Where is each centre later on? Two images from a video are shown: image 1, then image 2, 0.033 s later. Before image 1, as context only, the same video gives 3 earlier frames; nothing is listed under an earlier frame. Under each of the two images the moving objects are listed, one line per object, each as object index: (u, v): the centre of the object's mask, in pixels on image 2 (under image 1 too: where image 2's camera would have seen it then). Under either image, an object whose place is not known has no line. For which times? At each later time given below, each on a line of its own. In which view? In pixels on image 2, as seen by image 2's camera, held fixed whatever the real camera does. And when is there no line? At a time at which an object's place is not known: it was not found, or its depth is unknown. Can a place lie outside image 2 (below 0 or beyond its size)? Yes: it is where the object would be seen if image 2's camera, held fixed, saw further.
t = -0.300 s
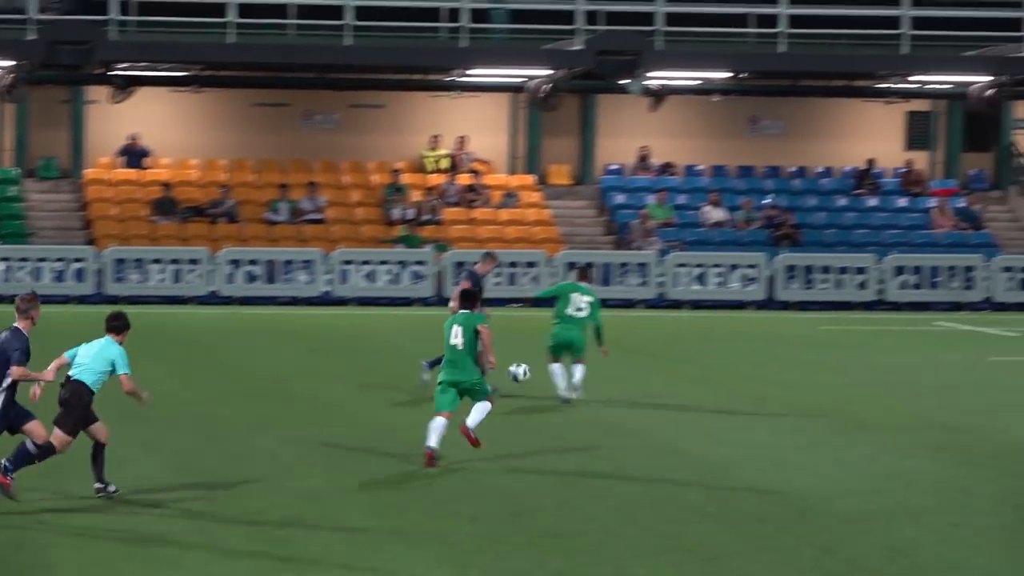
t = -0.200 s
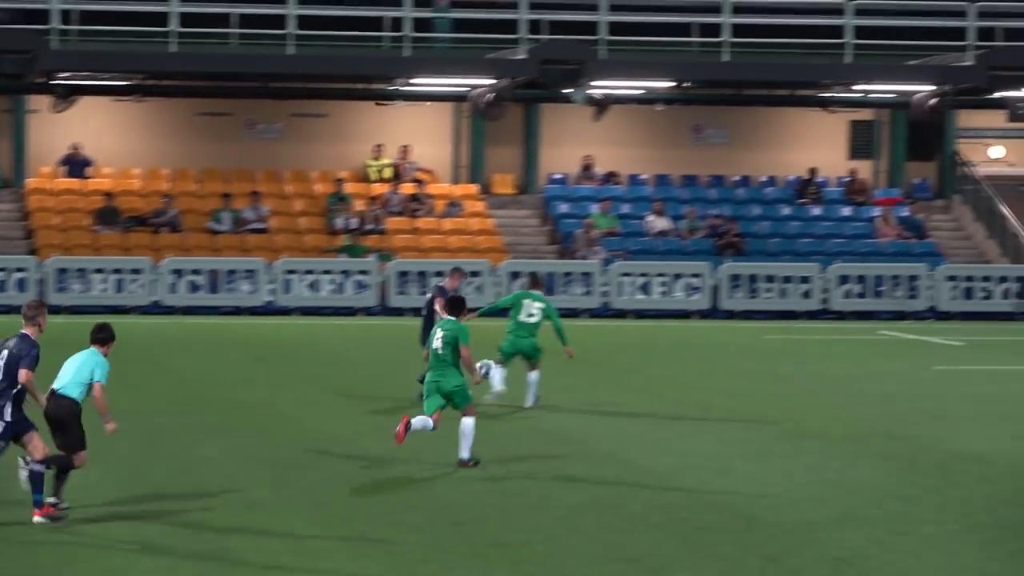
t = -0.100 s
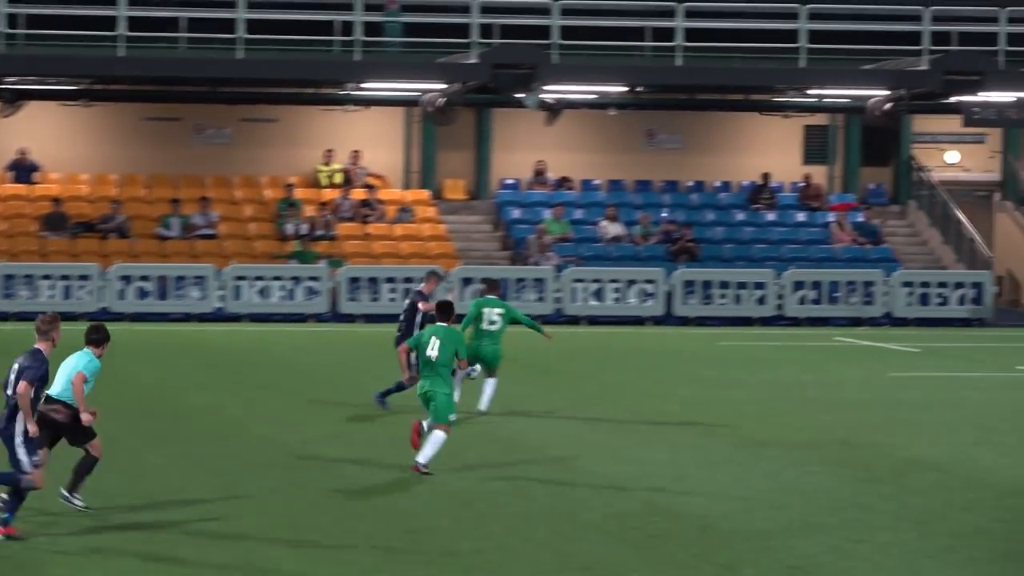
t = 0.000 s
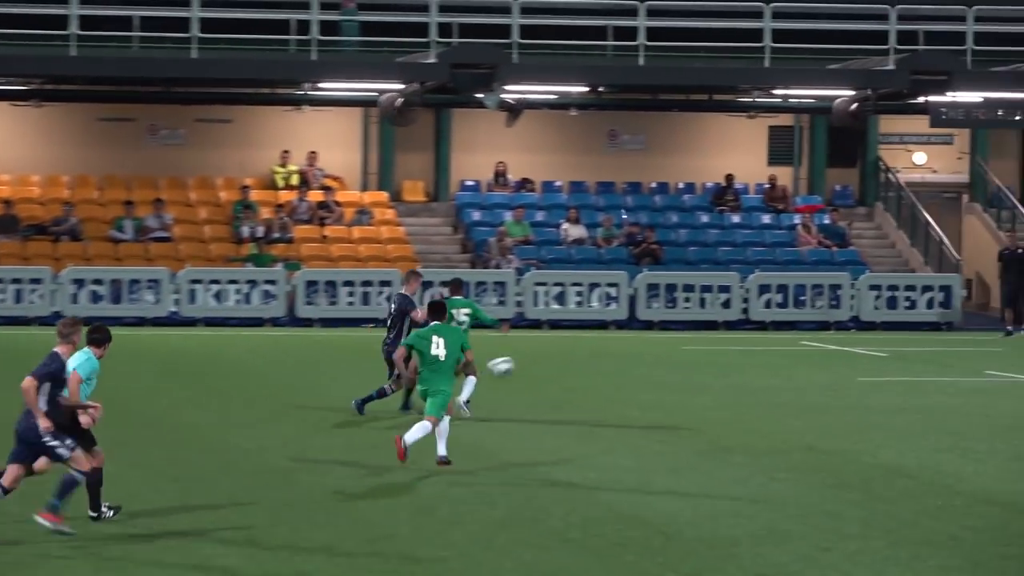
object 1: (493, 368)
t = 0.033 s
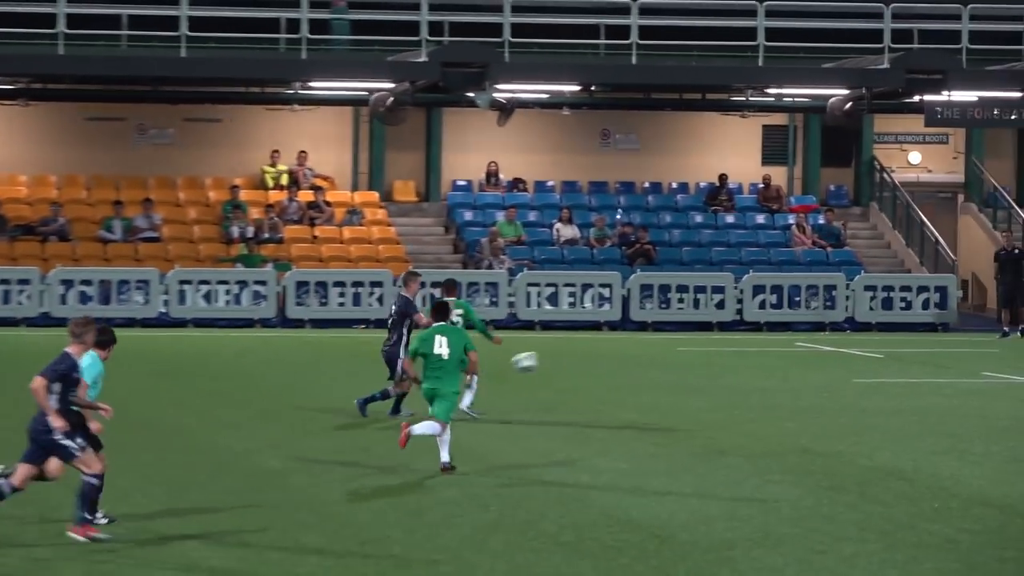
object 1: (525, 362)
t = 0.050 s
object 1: (542, 358)
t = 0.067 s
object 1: (558, 356)
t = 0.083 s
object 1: (574, 354)
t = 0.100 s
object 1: (589, 351)
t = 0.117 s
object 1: (606, 349)
